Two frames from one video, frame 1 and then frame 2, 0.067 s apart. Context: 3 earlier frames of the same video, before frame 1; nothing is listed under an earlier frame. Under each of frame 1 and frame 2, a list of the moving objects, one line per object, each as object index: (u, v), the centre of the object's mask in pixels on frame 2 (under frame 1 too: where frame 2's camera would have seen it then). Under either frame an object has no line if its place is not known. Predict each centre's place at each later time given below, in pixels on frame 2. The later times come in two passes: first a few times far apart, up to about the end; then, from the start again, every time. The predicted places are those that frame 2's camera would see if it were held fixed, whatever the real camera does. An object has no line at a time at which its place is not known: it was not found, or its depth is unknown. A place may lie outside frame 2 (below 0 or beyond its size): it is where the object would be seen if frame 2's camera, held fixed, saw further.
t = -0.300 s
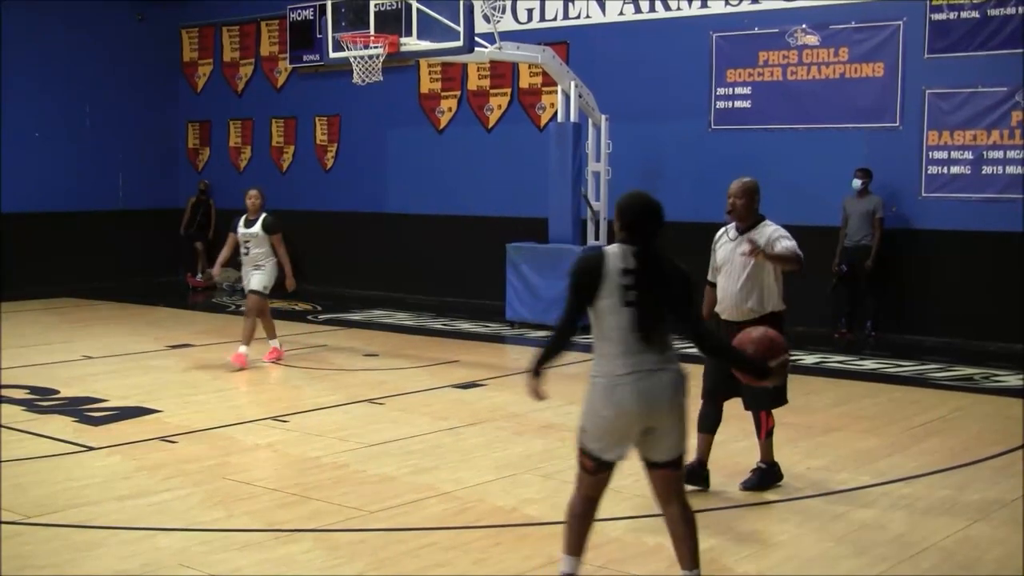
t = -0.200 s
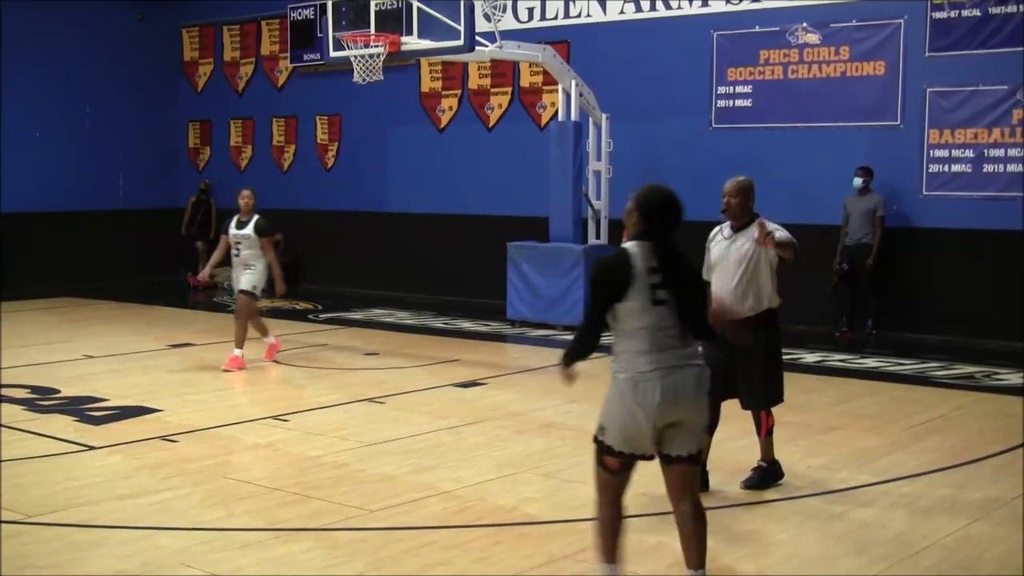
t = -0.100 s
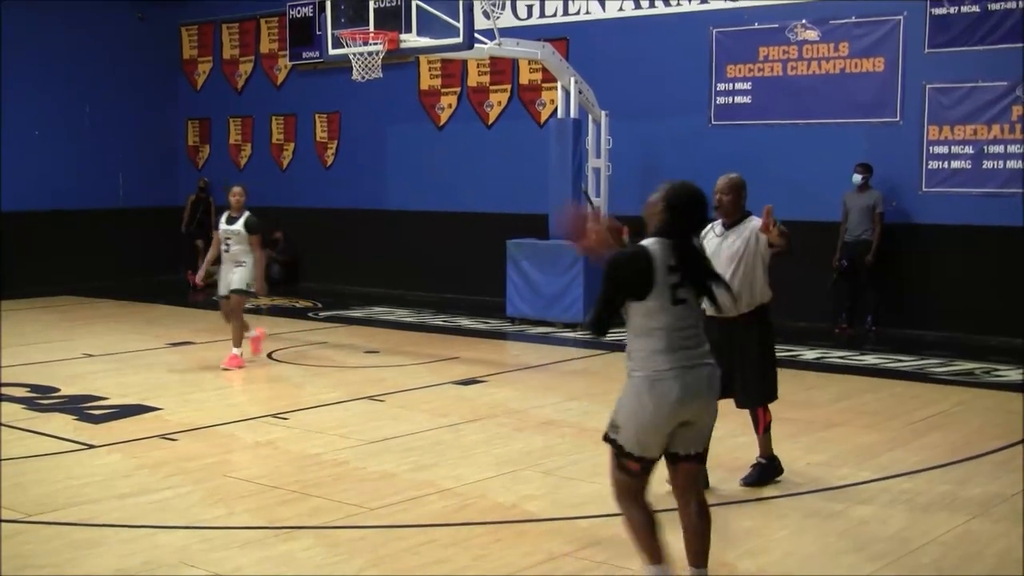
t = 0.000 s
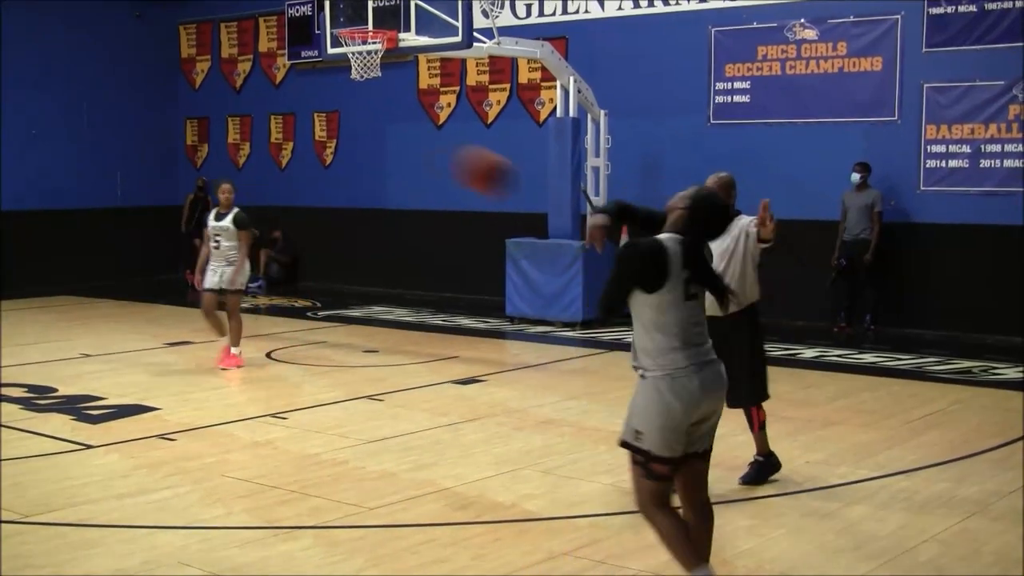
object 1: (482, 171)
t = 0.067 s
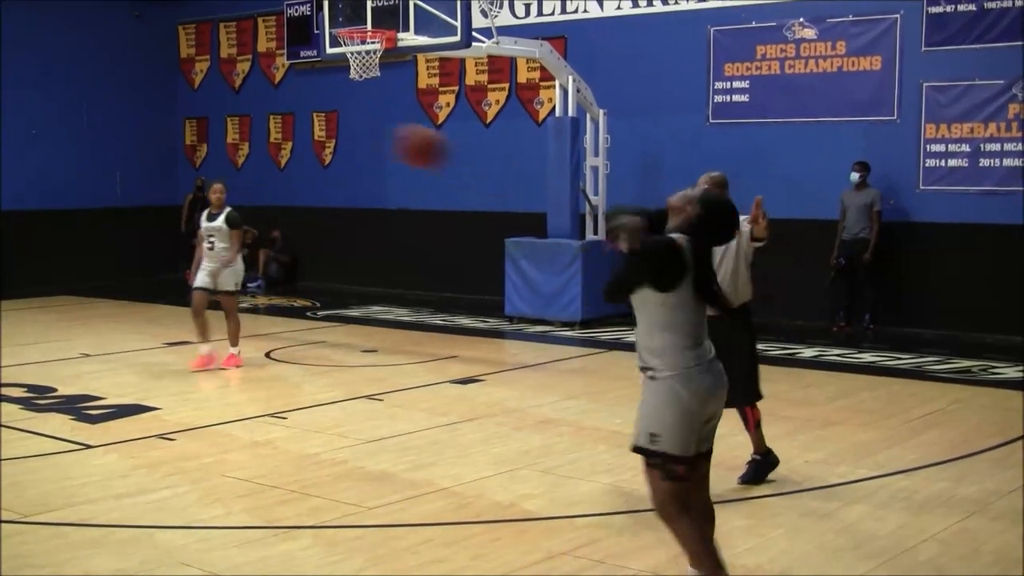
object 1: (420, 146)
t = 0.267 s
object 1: (272, 131)
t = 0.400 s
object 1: (196, 158)
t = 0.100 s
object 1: (391, 138)
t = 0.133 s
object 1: (364, 133)
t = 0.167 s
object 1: (344, 129)
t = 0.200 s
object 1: (317, 129)
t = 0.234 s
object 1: (294, 128)
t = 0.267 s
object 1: (272, 131)
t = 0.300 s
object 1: (253, 135)
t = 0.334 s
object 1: (232, 142)
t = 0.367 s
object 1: (213, 150)
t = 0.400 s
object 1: (196, 158)
